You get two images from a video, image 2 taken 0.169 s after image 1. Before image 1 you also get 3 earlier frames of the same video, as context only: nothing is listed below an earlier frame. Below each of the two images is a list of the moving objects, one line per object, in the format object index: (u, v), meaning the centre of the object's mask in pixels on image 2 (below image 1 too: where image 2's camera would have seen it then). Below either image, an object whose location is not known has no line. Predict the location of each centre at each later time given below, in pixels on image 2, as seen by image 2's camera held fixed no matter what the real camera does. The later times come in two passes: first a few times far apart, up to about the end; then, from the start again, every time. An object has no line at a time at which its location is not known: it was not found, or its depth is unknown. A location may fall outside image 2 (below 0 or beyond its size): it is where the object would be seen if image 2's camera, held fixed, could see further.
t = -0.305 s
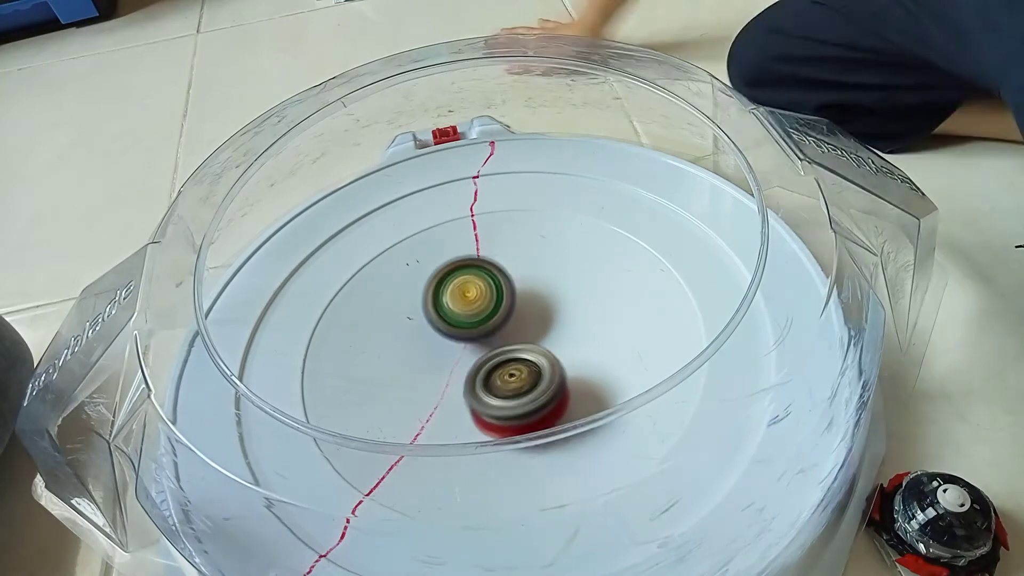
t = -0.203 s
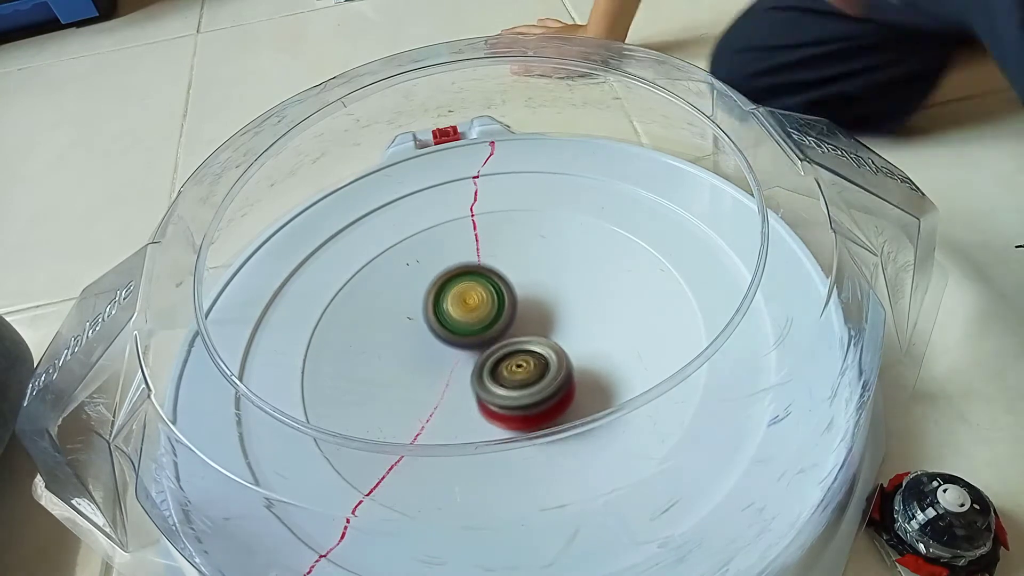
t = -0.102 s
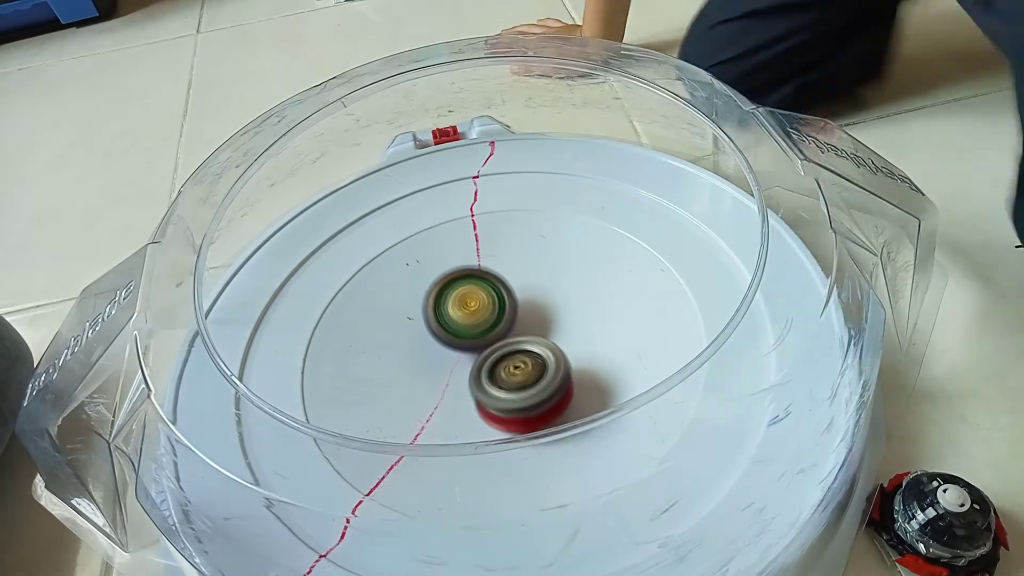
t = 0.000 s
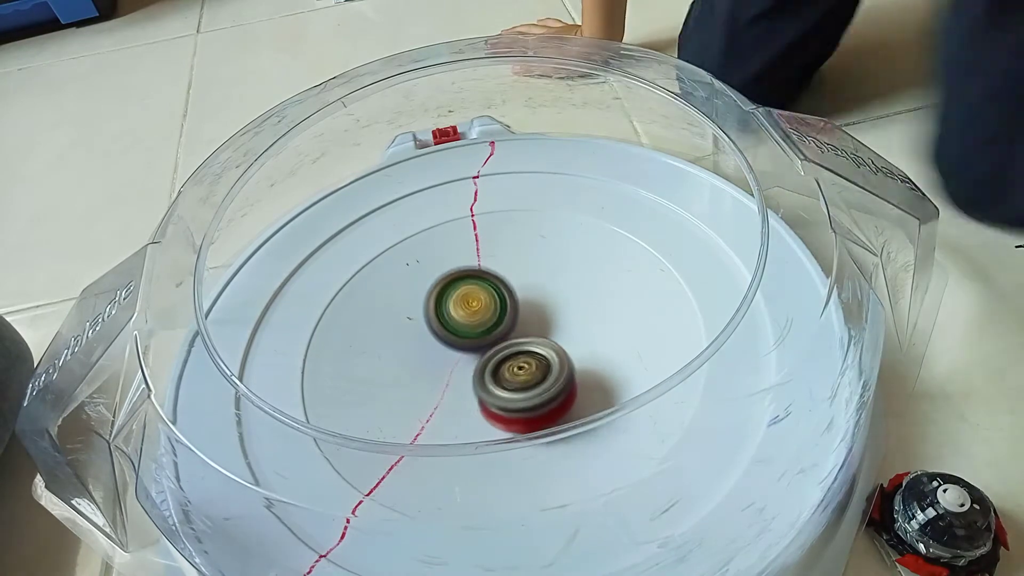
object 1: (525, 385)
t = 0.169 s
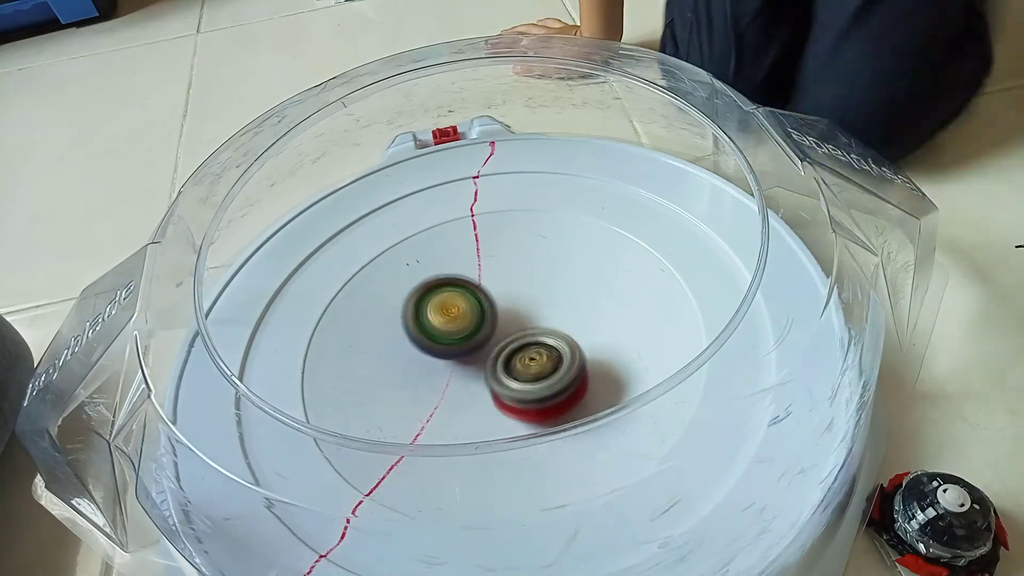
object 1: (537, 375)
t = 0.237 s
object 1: (533, 365)
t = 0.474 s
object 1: (513, 360)
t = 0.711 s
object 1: (521, 362)
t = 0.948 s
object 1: (535, 351)
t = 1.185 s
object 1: (545, 348)
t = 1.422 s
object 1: (557, 337)
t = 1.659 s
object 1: (555, 330)
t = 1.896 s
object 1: (556, 339)
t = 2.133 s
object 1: (563, 336)
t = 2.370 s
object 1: (554, 334)
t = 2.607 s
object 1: (555, 343)
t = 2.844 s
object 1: (558, 337)
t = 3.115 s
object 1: (548, 340)
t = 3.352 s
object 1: (571, 337)
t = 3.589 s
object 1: (566, 327)
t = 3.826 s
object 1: (569, 327)
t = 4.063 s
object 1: (541, 342)
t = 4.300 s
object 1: (546, 366)
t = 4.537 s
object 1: (557, 363)
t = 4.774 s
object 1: (558, 352)
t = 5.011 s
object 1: (559, 348)
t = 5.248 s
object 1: (554, 358)
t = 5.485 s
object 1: (528, 368)
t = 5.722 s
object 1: (509, 383)
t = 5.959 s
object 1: (495, 387)
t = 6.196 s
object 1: (480, 383)
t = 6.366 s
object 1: (473, 379)
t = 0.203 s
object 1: (537, 371)
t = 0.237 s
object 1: (533, 365)
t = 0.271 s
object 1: (526, 361)
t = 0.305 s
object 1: (525, 359)
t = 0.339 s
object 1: (523, 358)
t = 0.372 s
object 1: (519, 357)
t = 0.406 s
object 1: (515, 357)
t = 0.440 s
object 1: (515, 359)
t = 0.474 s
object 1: (513, 360)
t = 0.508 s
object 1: (512, 360)
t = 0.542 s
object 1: (511, 361)
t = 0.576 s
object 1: (512, 362)
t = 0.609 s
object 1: (513, 363)
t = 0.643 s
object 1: (515, 363)
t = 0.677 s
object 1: (517, 362)
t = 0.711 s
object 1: (521, 362)
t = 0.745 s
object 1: (524, 361)
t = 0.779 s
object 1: (525, 359)
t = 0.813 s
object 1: (529, 359)
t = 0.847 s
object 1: (534, 358)
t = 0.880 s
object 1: (535, 356)
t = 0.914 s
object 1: (535, 353)
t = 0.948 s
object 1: (535, 351)
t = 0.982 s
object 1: (539, 351)
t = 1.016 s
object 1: (539, 350)
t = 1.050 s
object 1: (538, 350)
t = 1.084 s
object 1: (541, 350)
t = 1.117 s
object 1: (542, 349)
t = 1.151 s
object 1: (544, 348)
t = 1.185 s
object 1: (545, 348)
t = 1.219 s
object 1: (549, 347)
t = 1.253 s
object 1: (550, 346)
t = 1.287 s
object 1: (552, 344)
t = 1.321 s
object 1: (556, 343)
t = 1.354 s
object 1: (557, 341)
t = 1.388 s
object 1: (556, 339)
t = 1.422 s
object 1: (557, 337)
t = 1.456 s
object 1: (557, 336)
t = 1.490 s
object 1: (558, 334)
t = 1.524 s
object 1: (560, 333)
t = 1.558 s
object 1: (560, 332)
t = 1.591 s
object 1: (557, 331)
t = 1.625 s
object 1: (553, 330)
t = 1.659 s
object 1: (555, 330)
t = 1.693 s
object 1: (555, 330)
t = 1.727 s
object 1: (553, 331)
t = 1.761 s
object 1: (551, 333)
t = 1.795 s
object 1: (552, 335)
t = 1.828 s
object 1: (552, 337)
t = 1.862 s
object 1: (552, 338)
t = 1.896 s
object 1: (556, 339)
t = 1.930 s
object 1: (558, 339)
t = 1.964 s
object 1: (558, 339)
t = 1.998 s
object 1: (561, 339)
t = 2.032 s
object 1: (565, 338)
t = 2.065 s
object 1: (566, 338)
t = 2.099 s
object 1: (565, 337)
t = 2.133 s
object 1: (563, 336)
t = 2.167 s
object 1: (567, 335)
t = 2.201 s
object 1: (569, 333)
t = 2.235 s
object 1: (569, 331)
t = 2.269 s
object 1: (565, 330)
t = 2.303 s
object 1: (558, 330)
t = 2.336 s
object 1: (555, 331)
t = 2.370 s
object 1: (554, 334)
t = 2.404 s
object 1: (553, 336)
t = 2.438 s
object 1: (552, 338)
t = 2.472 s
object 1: (552, 340)
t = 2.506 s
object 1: (553, 342)
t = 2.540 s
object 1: (555, 342)
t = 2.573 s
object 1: (555, 343)
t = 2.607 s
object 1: (555, 343)
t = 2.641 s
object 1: (559, 343)
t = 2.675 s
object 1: (560, 342)
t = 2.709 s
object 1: (560, 342)
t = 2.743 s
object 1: (558, 341)
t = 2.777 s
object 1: (558, 339)
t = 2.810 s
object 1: (557, 338)
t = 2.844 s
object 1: (558, 337)
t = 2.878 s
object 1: (556, 337)
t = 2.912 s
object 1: (552, 337)
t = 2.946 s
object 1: (552, 337)
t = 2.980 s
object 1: (555, 337)
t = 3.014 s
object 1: (554, 337)
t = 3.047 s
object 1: (551, 337)
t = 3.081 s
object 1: (546, 339)
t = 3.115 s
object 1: (548, 340)
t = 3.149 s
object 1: (552, 342)
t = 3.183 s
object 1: (554, 343)
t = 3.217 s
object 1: (555, 342)
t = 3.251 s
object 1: (554, 342)
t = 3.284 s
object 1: (557, 341)
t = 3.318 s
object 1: (566, 339)
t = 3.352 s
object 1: (571, 337)
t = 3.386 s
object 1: (573, 334)
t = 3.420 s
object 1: (574, 331)
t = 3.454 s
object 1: (573, 329)
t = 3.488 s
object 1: (569, 327)
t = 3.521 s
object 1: (563, 327)
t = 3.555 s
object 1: (564, 327)
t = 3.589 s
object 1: (566, 327)
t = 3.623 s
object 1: (565, 326)
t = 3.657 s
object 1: (562, 326)
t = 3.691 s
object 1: (559, 327)
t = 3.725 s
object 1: (554, 330)
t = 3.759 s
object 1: (563, 329)
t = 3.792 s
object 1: (568, 328)
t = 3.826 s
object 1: (569, 327)
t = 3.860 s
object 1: (569, 325)
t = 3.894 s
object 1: (566, 325)
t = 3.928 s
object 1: (561, 326)
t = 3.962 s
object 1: (553, 328)
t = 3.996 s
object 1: (546, 332)
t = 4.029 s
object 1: (540, 338)
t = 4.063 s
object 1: (541, 342)
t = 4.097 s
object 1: (540, 346)
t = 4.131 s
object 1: (539, 351)
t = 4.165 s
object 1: (540, 355)
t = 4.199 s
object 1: (542, 359)
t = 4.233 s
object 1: (543, 362)
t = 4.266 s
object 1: (544, 364)
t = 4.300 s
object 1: (546, 366)
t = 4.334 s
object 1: (550, 368)
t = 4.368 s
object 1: (552, 368)
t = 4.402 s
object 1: (554, 367)
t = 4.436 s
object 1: (554, 366)
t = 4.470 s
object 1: (555, 365)
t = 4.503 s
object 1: (556, 364)
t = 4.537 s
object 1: (557, 363)
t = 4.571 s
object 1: (557, 362)
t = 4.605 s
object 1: (559, 360)
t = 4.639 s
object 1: (563, 359)
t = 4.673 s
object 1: (564, 357)
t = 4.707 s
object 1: (563, 355)
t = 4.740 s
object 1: (560, 352)
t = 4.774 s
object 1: (558, 352)
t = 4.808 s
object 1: (565, 353)
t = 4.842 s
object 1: (566, 352)
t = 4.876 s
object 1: (568, 351)
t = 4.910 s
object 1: (568, 350)
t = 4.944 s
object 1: (566, 349)
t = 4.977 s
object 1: (564, 348)
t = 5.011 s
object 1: (559, 348)
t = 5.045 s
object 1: (554, 348)
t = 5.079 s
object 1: (550, 349)
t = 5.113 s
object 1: (554, 354)
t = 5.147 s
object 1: (556, 356)
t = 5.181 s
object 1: (556, 357)
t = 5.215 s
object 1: (555, 357)
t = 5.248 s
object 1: (554, 358)
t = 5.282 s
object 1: (552, 358)
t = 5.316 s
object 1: (548, 359)
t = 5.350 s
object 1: (544, 360)
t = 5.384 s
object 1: (539, 360)
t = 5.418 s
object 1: (535, 362)
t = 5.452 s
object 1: (531, 365)
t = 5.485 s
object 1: (528, 368)
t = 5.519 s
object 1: (524, 371)
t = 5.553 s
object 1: (520, 374)
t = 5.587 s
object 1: (518, 376)
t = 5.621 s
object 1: (515, 378)
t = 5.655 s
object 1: (512, 380)
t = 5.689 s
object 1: (511, 381)
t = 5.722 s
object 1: (509, 383)
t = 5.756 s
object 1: (506, 384)
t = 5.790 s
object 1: (504, 385)
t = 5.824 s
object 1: (502, 386)
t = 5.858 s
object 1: (500, 386)
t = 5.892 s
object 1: (499, 386)
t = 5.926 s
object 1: (497, 386)
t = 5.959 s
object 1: (495, 387)
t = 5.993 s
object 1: (493, 387)
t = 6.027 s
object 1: (491, 386)
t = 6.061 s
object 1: (490, 385)
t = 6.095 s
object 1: (488, 386)
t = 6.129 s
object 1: (486, 385)
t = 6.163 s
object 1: (485, 384)
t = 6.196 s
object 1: (480, 383)
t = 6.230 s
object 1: (479, 382)
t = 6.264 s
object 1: (477, 382)
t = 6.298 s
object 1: (475, 382)
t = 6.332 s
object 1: (474, 380)
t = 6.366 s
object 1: (473, 379)
